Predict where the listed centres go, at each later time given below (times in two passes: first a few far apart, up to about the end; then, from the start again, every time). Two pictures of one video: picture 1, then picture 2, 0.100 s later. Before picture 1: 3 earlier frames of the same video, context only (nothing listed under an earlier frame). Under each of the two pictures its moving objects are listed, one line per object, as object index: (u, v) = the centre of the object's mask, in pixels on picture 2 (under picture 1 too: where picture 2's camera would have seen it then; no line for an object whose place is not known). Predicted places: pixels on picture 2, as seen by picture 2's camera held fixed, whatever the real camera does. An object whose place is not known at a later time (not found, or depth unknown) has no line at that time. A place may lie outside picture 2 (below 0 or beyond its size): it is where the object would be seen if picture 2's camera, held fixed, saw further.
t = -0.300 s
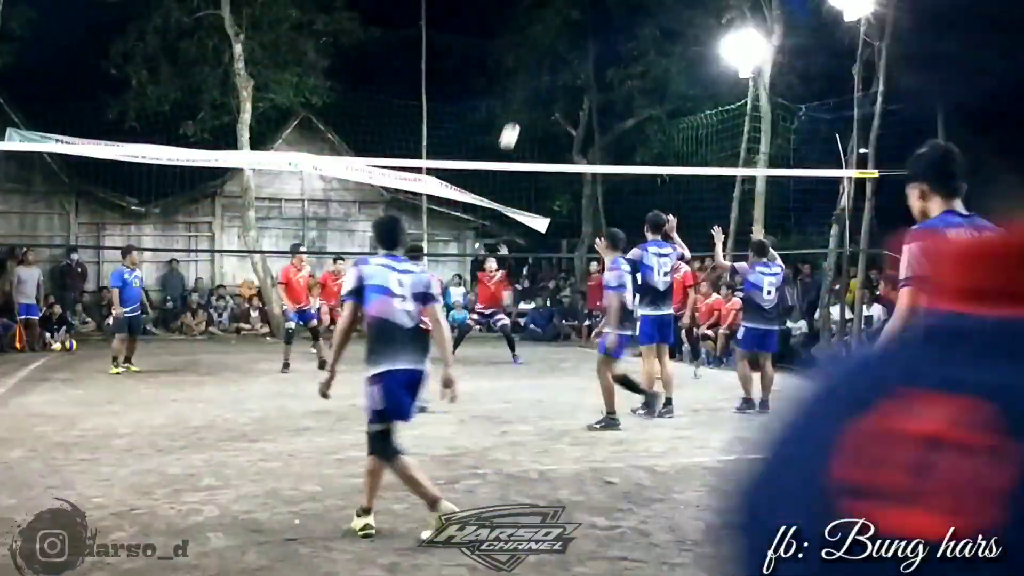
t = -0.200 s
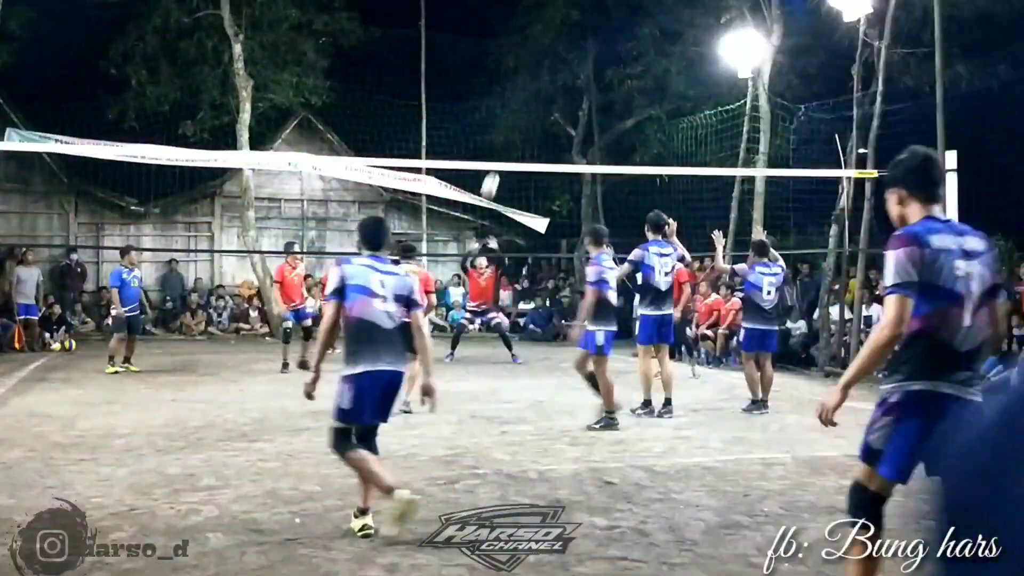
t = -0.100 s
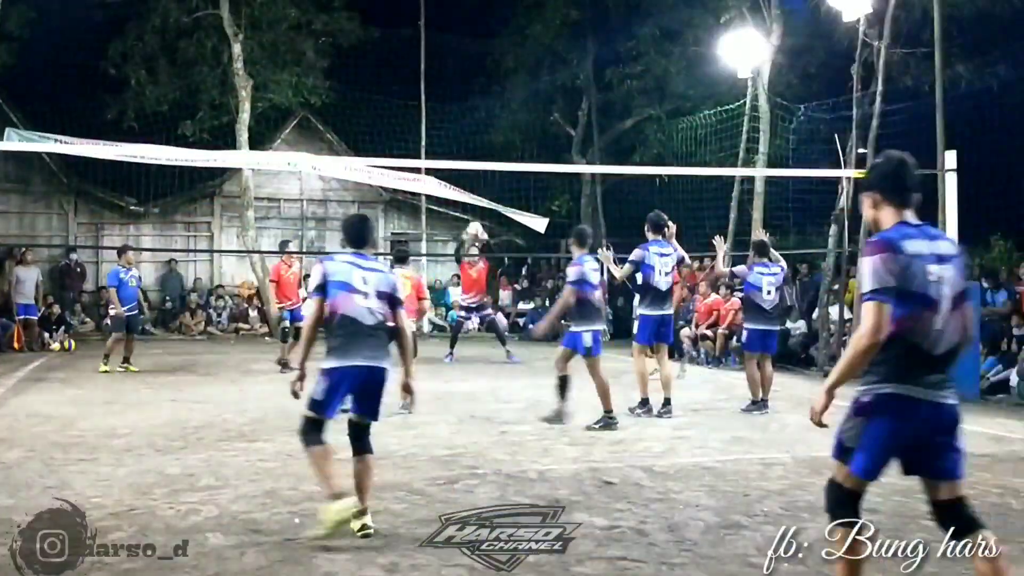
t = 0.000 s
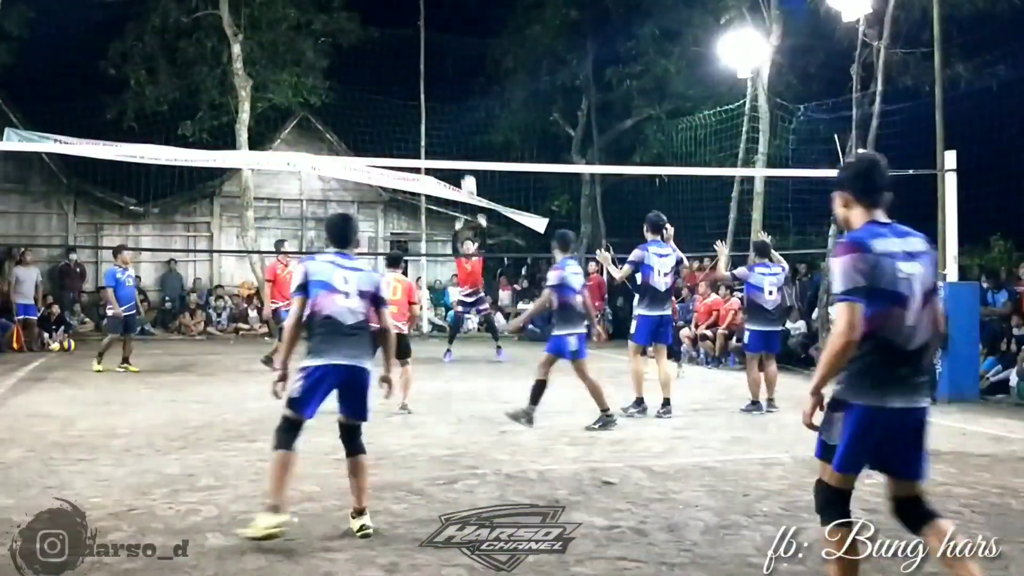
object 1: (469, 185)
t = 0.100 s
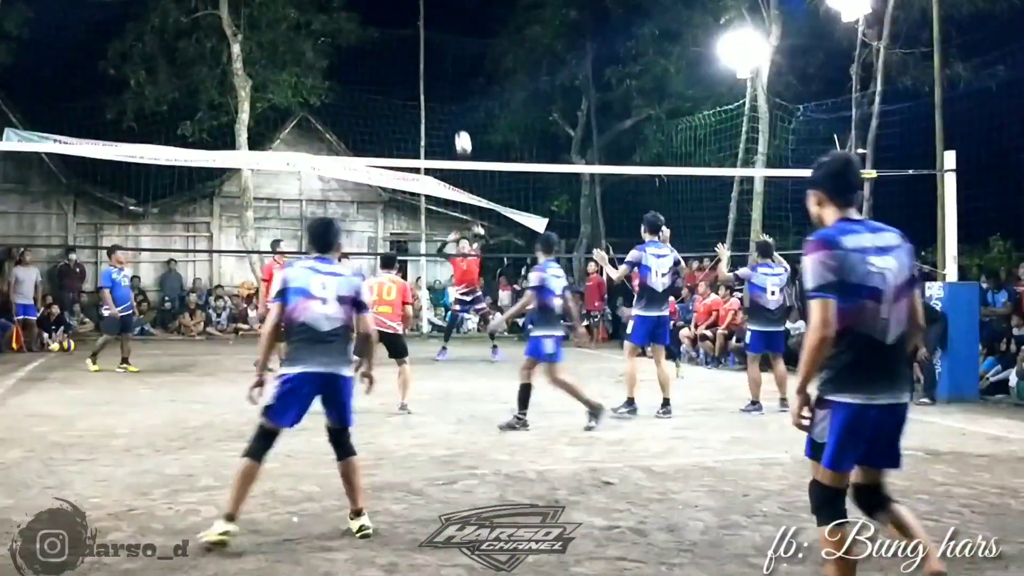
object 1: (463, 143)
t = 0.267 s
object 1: (454, 82)
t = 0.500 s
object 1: (440, 26)
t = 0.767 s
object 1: (424, 9)
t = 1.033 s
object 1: (408, 52)
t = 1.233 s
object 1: (397, 133)
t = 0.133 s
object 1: (461, 130)
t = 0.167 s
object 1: (459, 117)
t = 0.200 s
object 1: (457, 104)
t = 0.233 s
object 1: (456, 93)
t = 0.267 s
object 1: (454, 82)
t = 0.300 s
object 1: (452, 71)
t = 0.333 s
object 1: (450, 62)
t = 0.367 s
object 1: (448, 53)
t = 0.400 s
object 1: (446, 45)
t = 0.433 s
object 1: (444, 38)
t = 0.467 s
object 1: (442, 32)
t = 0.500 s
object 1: (440, 26)
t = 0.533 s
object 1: (438, 21)
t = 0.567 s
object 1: (436, 16)
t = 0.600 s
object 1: (434, 13)
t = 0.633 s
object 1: (432, 10)
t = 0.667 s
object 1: (430, 9)
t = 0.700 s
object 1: (428, 8)
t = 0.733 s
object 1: (426, 8)
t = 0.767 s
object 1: (424, 9)
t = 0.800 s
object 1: (422, 10)
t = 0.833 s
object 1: (420, 13)
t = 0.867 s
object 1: (418, 17)
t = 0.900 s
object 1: (417, 22)
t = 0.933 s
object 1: (415, 28)
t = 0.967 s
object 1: (412, 35)
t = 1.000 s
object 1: (410, 43)
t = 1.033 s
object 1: (408, 52)
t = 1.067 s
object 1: (406, 63)
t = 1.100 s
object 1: (405, 75)
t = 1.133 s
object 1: (403, 87)
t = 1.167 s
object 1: (400, 101)
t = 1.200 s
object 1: (399, 116)
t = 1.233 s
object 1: (397, 133)
